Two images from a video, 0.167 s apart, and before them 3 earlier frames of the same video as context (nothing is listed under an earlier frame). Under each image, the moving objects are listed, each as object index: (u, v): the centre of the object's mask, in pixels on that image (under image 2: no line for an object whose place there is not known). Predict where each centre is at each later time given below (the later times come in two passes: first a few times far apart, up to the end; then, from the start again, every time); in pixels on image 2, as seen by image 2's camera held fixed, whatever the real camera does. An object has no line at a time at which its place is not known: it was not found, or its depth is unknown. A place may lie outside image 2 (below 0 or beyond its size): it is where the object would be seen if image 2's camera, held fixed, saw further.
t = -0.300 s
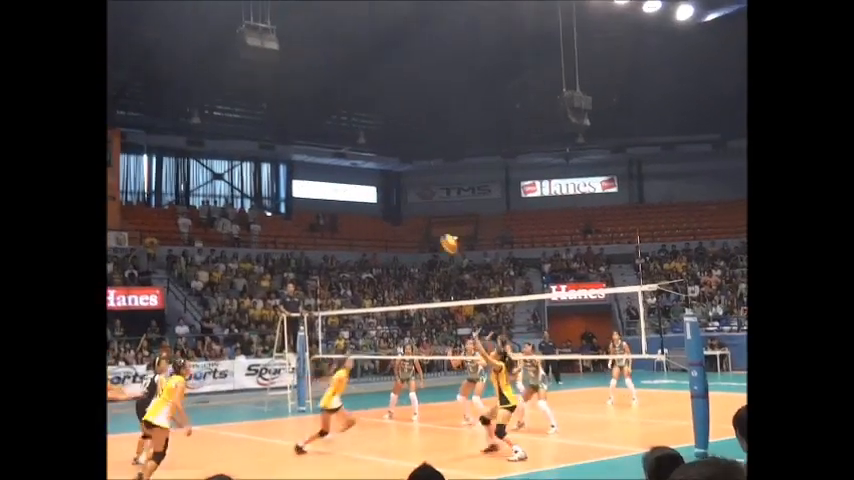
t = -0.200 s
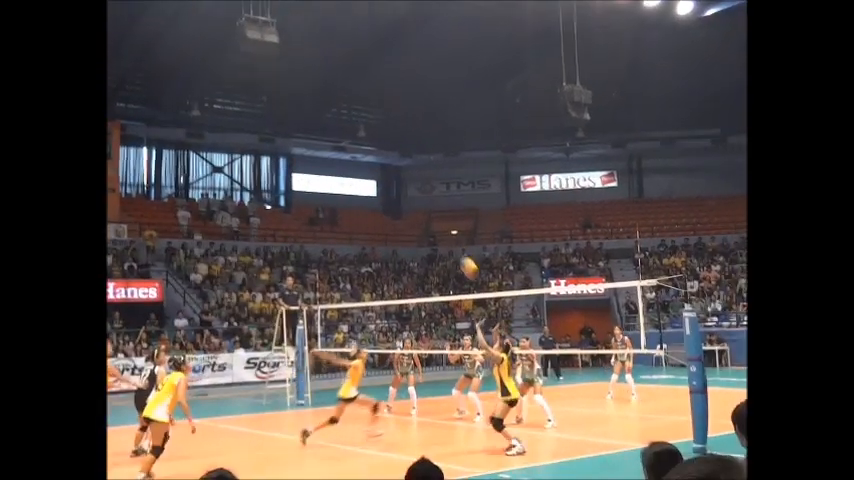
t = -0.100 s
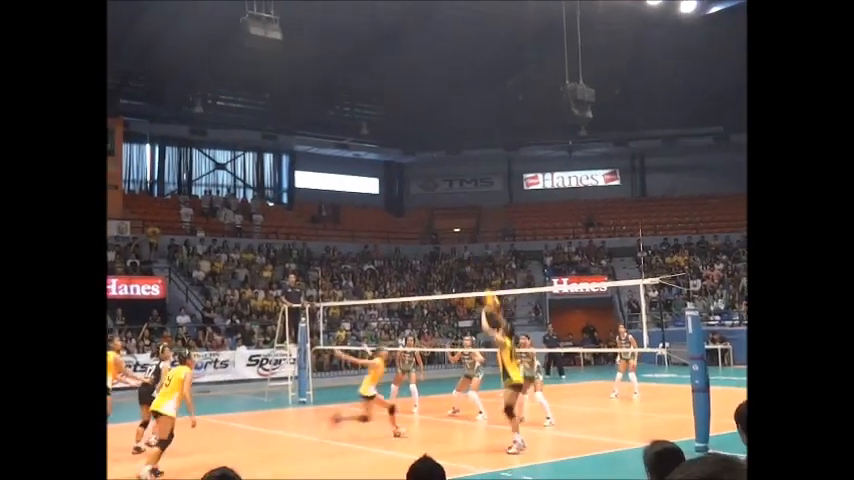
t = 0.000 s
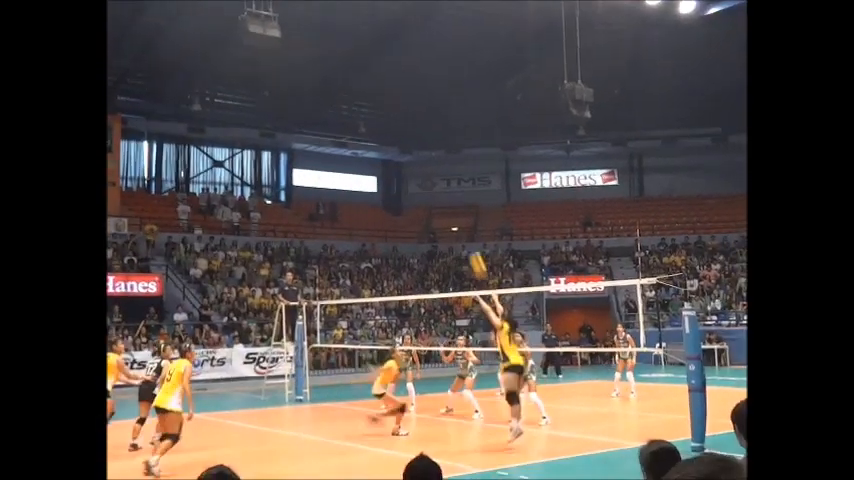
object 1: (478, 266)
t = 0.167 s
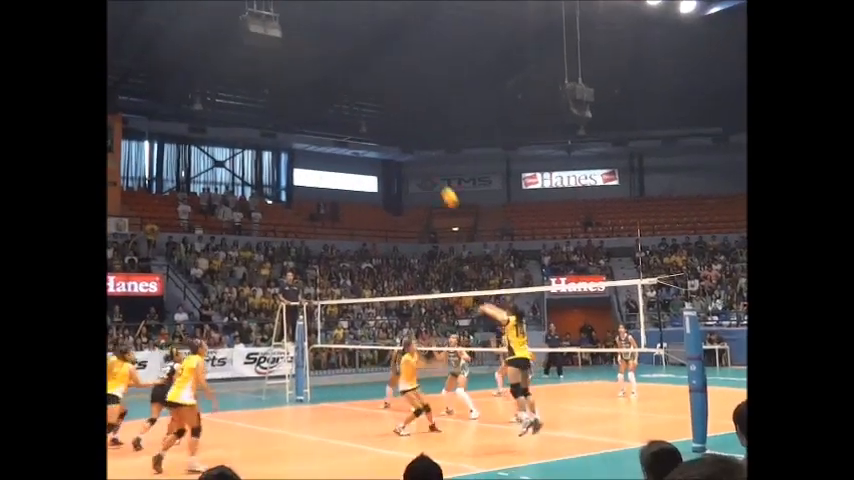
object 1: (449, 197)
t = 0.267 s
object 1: (433, 170)
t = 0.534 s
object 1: (395, 132)
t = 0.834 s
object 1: (360, 142)
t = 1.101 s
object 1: (333, 194)
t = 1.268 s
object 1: (316, 230)
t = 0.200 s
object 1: (444, 187)
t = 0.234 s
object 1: (439, 178)
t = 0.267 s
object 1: (433, 170)
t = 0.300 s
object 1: (428, 163)
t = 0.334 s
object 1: (423, 155)
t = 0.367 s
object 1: (418, 150)
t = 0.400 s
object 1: (413, 145)
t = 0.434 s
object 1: (409, 141)
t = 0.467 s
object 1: (404, 137)
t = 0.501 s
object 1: (400, 134)
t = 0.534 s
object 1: (395, 132)
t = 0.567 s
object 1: (391, 131)
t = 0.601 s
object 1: (387, 130)
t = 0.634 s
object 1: (383, 130)
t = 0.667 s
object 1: (379, 131)
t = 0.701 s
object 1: (375, 132)
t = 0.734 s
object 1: (371, 134)
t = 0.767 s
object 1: (367, 136)
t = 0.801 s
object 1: (364, 138)
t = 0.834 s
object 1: (360, 142)
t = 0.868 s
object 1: (358, 146)
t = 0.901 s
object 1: (354, 151)
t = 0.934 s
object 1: (350, 157)
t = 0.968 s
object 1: (347, 160)
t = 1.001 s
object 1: (345, 166)
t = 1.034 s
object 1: (342, 172)
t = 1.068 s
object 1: (336, 184)
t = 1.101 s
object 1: (333, 194)
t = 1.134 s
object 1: (331, 197)
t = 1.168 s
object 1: (328, 206)
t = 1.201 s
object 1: (324, 213)
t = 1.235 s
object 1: (321, 222)
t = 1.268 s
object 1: (316, 230)
